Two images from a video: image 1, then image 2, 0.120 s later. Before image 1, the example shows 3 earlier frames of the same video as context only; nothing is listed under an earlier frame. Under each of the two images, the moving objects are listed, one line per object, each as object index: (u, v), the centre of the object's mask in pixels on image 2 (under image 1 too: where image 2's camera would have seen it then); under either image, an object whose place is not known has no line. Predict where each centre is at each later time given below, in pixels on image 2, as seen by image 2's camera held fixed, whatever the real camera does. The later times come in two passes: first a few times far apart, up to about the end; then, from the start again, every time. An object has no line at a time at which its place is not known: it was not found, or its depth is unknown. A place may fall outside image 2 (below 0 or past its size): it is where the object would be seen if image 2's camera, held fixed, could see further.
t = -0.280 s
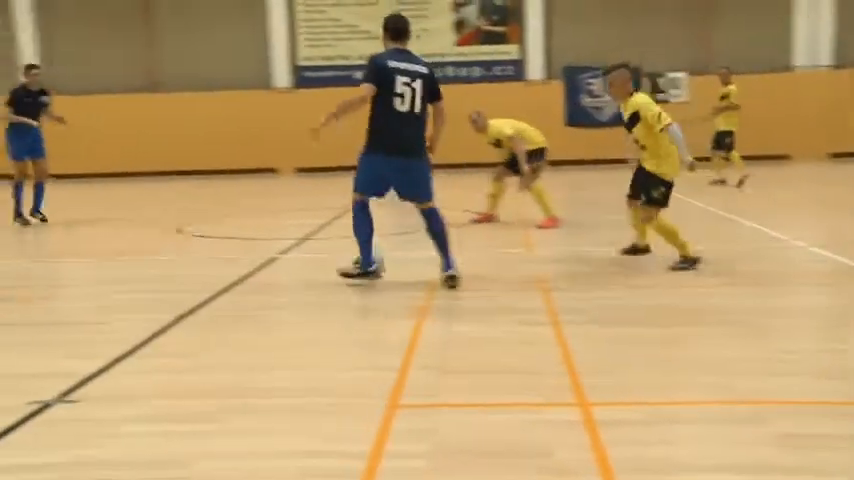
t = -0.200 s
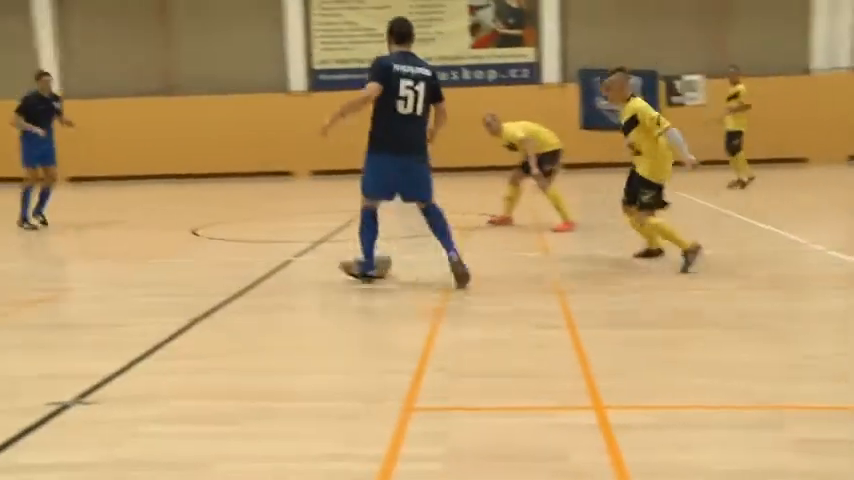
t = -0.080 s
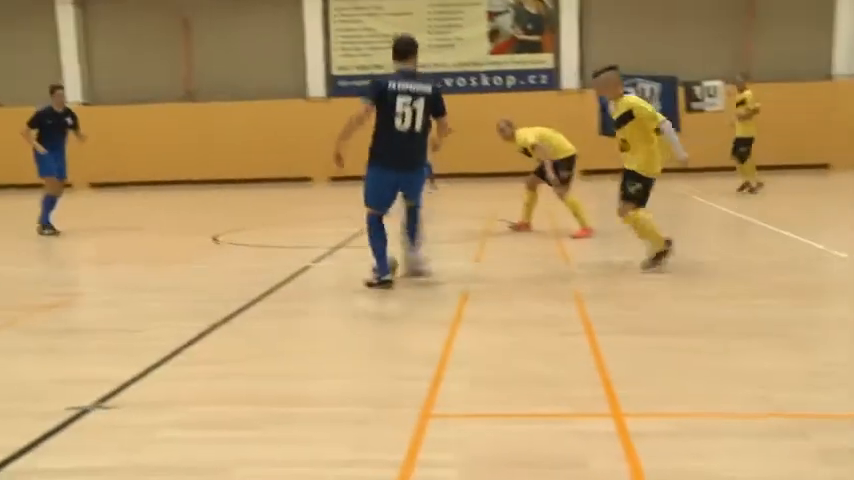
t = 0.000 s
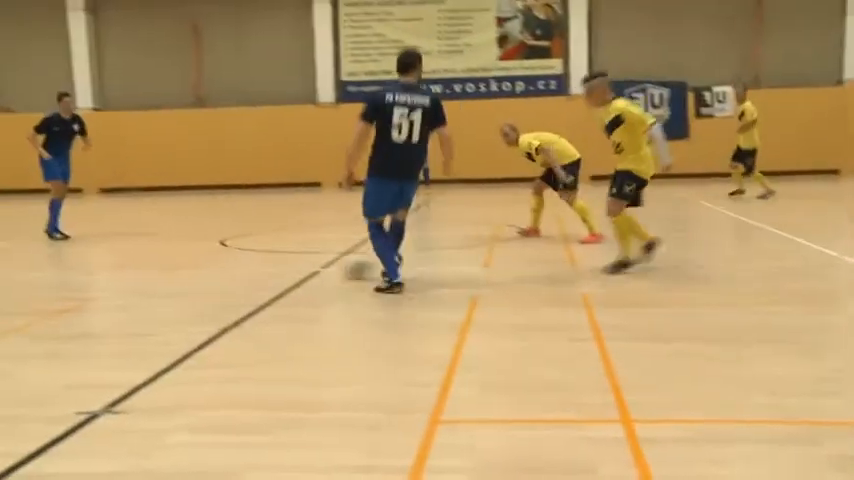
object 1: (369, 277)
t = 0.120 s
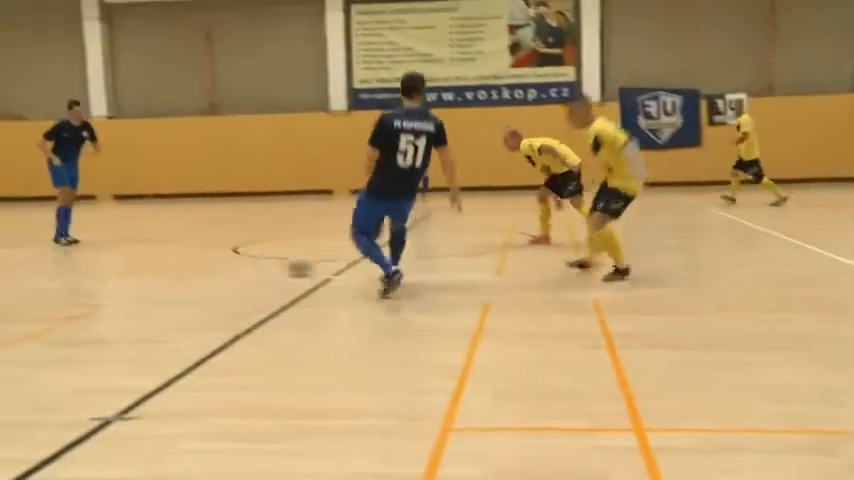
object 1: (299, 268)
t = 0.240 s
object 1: (242, 258)
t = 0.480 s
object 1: (159, 249)
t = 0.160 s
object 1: (278, 265)
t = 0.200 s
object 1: (260, 262)
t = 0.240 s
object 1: (242, 258)
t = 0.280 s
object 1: (226, 257)
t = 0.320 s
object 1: (211, 256)
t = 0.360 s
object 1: (195, 254)
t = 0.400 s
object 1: (184, 252)
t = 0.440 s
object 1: (172, 250)
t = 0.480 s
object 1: (159, 249)
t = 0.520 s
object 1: (149, 248)
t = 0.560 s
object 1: (139, 247)
